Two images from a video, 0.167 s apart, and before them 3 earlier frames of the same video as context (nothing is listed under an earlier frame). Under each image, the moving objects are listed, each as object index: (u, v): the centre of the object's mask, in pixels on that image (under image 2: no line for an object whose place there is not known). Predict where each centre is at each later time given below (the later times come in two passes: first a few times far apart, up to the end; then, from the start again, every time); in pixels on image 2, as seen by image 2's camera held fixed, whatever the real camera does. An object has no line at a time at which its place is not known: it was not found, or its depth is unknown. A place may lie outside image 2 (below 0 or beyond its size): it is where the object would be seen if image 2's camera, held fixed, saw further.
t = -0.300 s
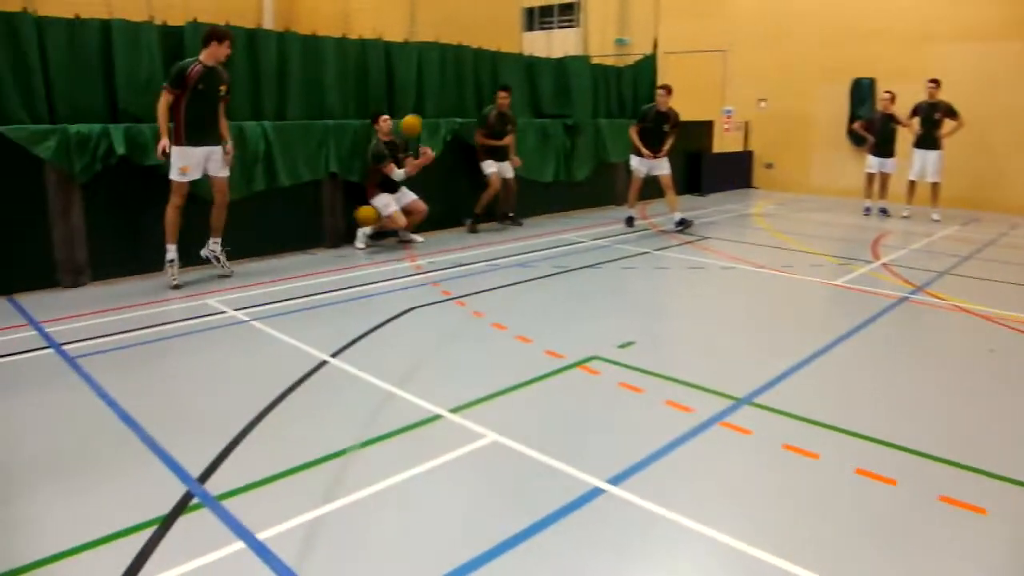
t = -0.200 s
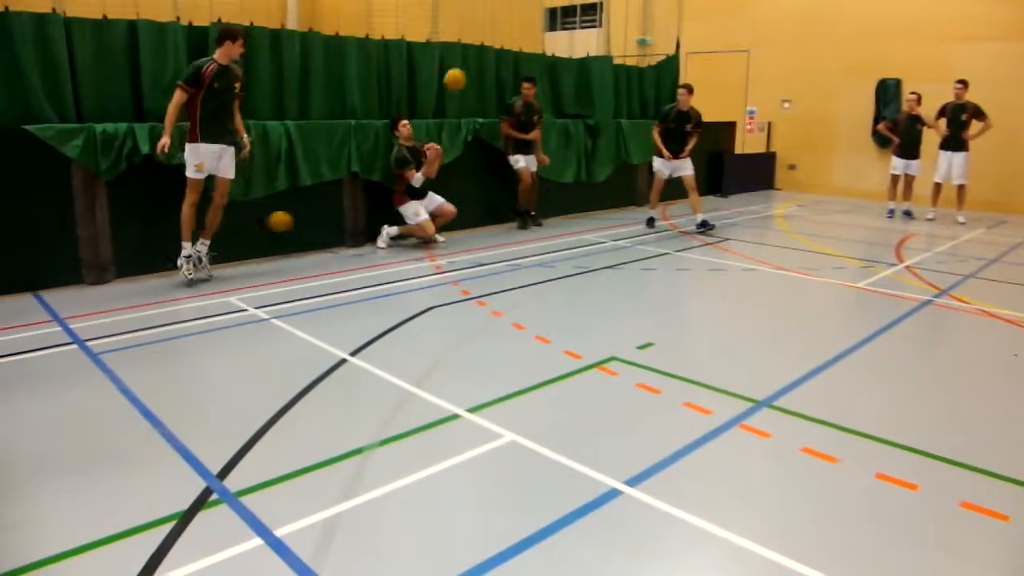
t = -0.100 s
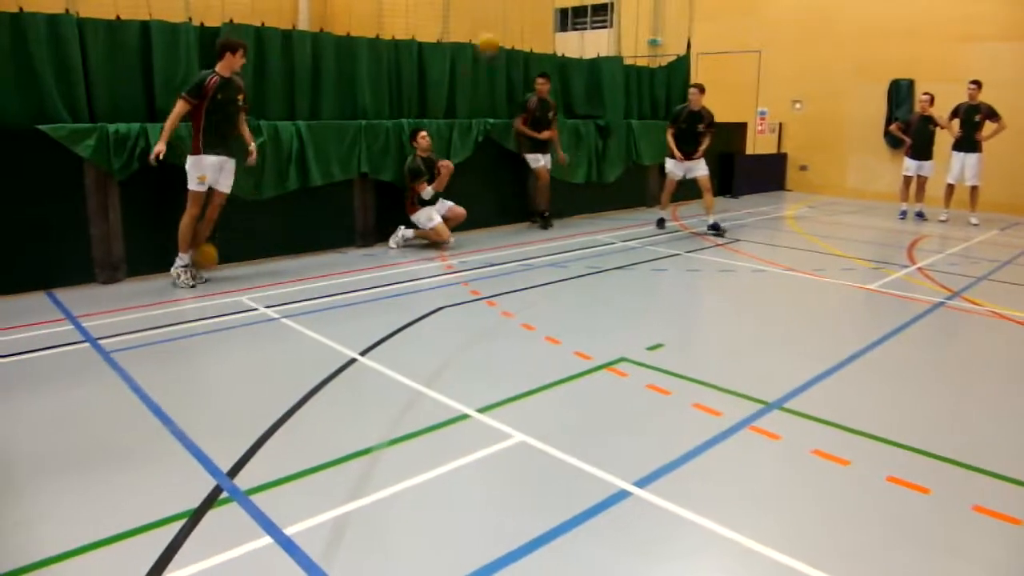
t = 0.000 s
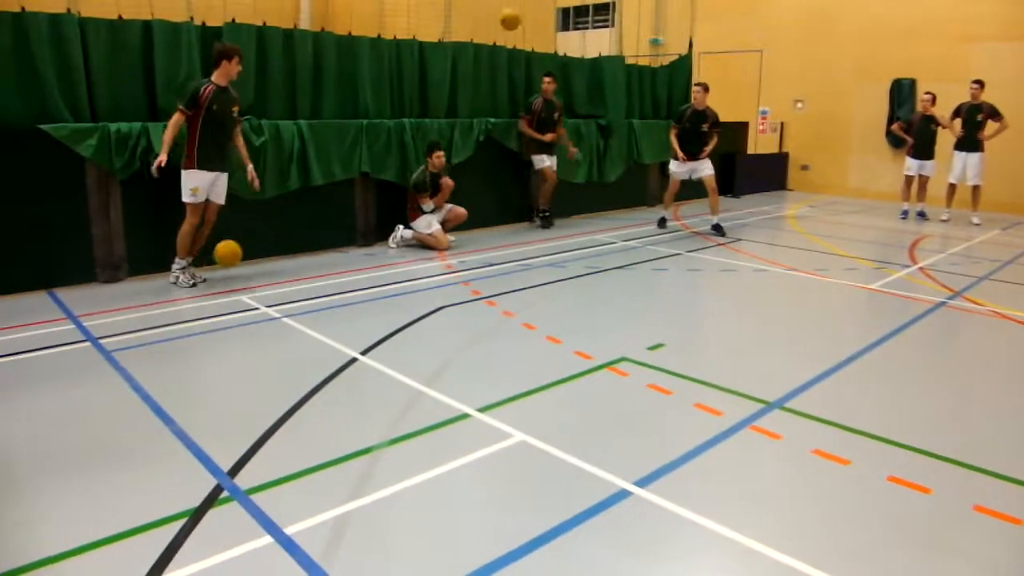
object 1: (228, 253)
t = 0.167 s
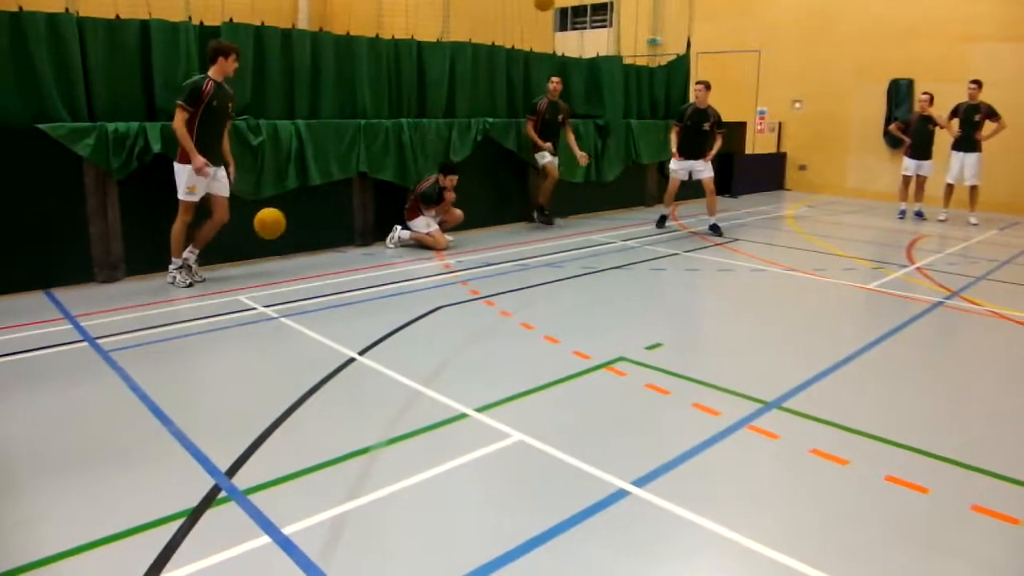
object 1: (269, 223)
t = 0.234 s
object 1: (289, 221)
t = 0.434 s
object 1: (360, 255)
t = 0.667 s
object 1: (462, 344)
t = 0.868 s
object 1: (569, 315)
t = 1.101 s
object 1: (717, 390)
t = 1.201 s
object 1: (786, 457)
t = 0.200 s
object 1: (279, 221)
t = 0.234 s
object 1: (289, 221)
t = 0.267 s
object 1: (300, 221)
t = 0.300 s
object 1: (311, 224)
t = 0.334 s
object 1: (323, 229)
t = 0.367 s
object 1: (335, 235)
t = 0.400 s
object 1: (347, 244)
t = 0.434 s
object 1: (360, 255)
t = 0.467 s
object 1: (373, 268)
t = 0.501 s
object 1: (387, 285)
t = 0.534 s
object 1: (402, 304)
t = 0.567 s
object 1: (416, 324)
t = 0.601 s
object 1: (430, 350)
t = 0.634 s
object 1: (446, 356)
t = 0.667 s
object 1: (462, 344)
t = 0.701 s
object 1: (478, 335)
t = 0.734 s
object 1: (495, 327)
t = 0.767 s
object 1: (513, 321)
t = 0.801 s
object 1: (530, 317)
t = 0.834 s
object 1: (549, 315)
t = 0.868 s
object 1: (569, 315)
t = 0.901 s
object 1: (588, 318)
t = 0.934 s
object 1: (608, 323)
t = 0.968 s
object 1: (629, 330)
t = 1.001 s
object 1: (651, 341)
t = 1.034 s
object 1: (673, 354)
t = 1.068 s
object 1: (695, 370)
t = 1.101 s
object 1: (717, 390)
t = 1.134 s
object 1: (740, 412)
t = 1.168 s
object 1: (761, 437)
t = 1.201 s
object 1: (786, 457)
